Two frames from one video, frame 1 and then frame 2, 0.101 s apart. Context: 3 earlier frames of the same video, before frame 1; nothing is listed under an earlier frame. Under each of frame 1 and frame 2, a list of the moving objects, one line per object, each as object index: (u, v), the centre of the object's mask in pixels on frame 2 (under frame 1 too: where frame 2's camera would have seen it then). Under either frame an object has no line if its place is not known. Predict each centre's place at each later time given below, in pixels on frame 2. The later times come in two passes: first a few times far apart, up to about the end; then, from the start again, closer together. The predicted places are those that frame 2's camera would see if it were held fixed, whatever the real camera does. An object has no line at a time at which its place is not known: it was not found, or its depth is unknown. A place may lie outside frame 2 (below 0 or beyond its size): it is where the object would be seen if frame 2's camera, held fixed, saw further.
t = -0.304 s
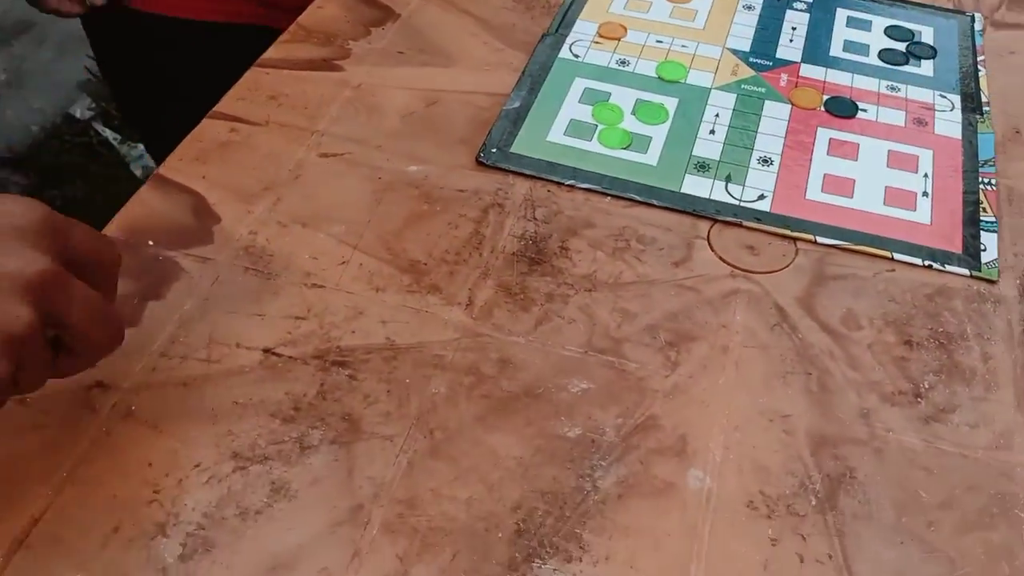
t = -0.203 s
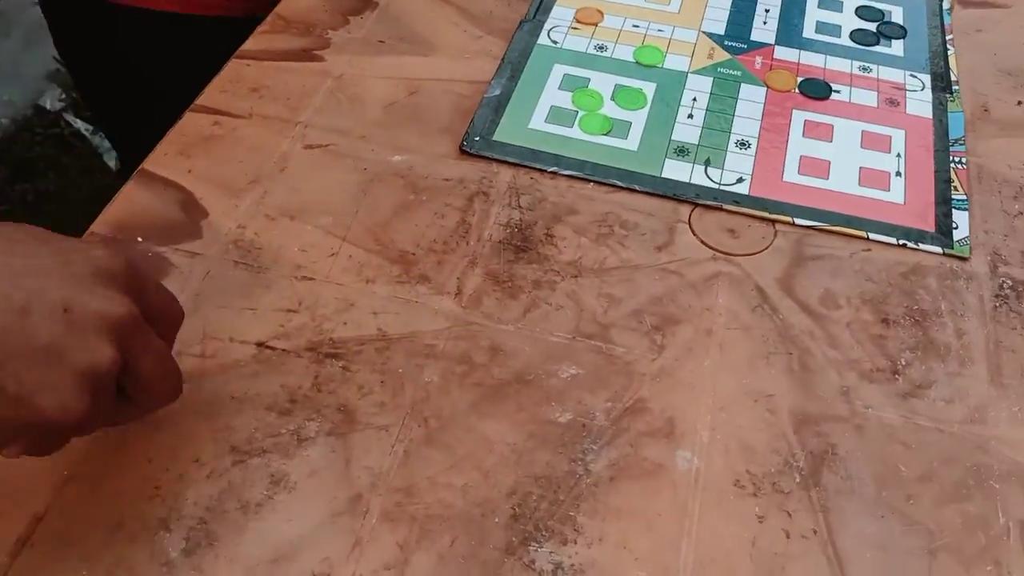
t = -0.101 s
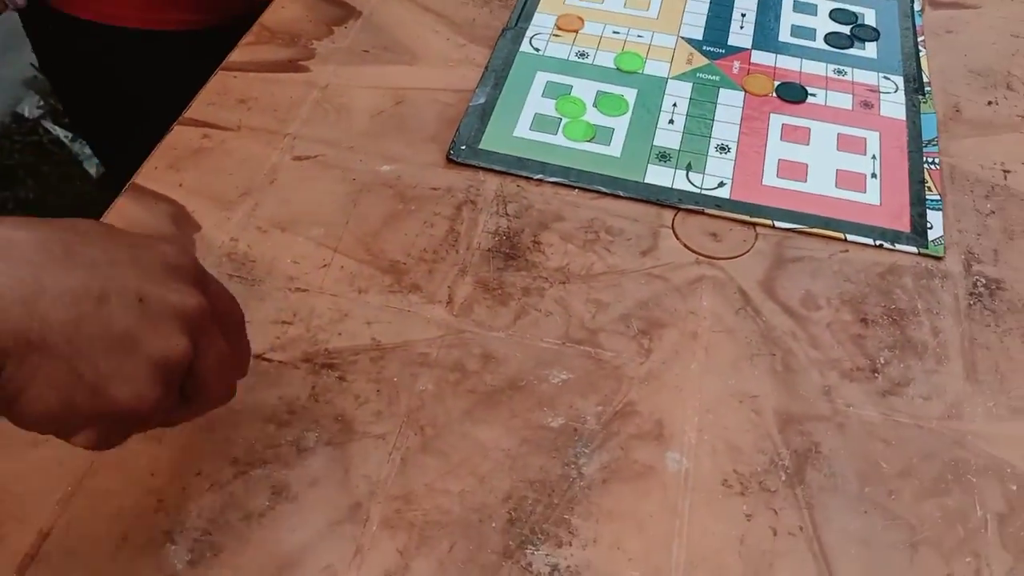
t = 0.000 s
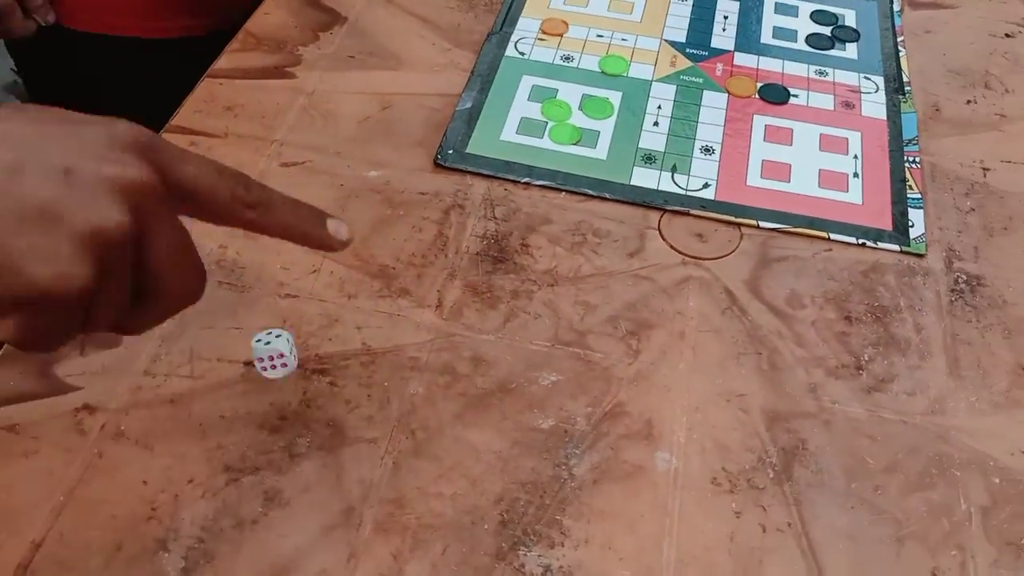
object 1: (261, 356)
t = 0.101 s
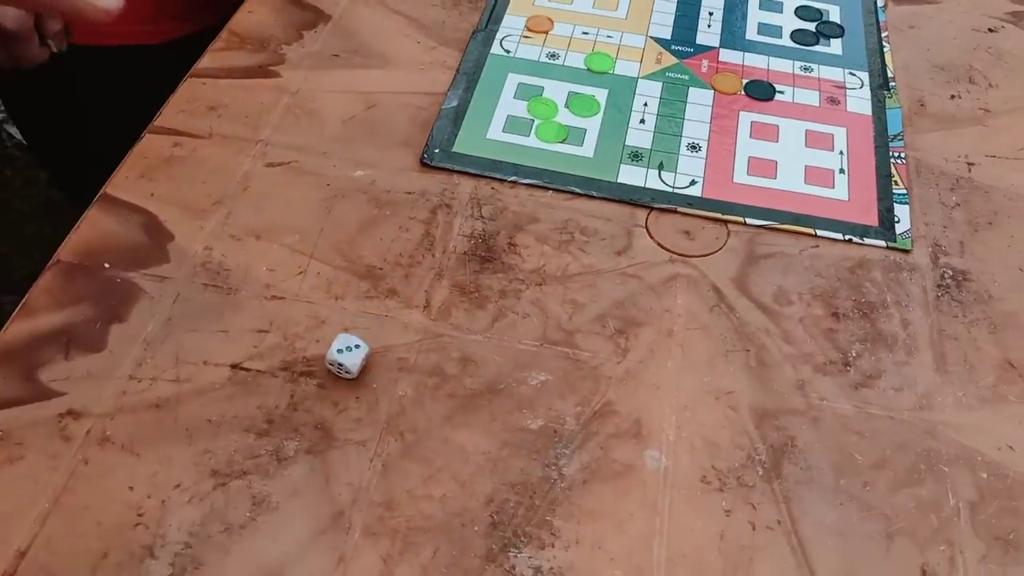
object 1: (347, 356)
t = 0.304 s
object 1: (431, 290)
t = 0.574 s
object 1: (461, 296)
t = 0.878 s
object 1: (472, 296)
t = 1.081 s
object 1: (471, 295)
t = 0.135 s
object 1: (367, 340)
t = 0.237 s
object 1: (410, 305)
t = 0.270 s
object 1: (423, 296)
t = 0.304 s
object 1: (431, 290)
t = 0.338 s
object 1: (439, 285)
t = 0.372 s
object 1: (448, 281)
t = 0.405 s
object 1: (453, 281)
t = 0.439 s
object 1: (457, 281)
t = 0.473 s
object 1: (460, 285)
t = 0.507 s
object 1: (463, 292)
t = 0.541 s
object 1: (462, 295)
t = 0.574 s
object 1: (461, 296)
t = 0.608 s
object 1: (463, 296)
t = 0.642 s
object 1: (468, 296)
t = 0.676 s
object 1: (473, 296)
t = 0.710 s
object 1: (473, 296)
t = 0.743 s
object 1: (473, 294)
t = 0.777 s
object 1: (471, 295)
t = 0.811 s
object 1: (472, 296)
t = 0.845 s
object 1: (472, 296)
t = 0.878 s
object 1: (472, 296)
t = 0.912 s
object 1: (471, 296)
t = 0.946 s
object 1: (472, 296)
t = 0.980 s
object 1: (471, 296)
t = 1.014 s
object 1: (471, 295)
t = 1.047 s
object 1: (471, 295)
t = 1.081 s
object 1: (471, 295)
